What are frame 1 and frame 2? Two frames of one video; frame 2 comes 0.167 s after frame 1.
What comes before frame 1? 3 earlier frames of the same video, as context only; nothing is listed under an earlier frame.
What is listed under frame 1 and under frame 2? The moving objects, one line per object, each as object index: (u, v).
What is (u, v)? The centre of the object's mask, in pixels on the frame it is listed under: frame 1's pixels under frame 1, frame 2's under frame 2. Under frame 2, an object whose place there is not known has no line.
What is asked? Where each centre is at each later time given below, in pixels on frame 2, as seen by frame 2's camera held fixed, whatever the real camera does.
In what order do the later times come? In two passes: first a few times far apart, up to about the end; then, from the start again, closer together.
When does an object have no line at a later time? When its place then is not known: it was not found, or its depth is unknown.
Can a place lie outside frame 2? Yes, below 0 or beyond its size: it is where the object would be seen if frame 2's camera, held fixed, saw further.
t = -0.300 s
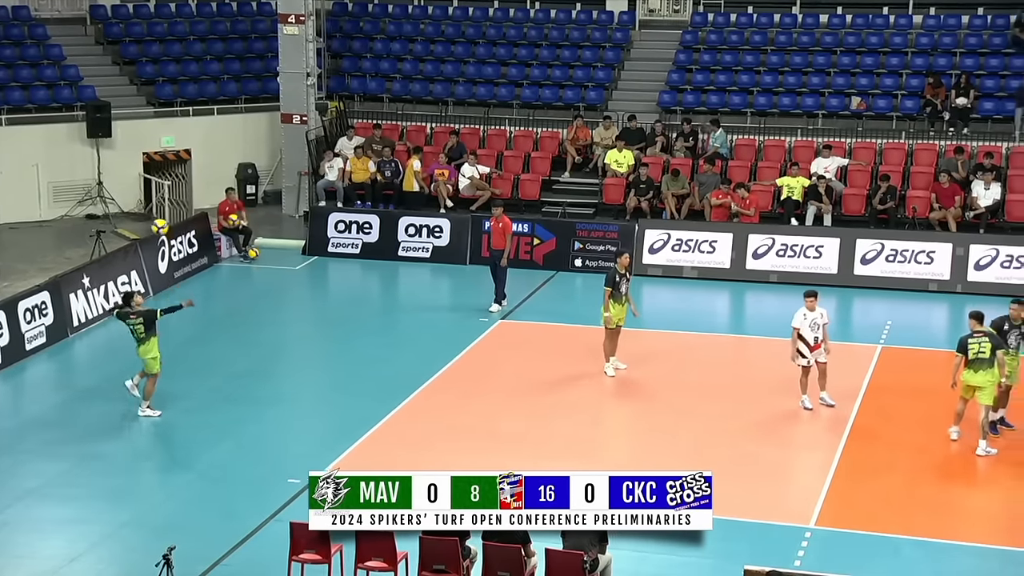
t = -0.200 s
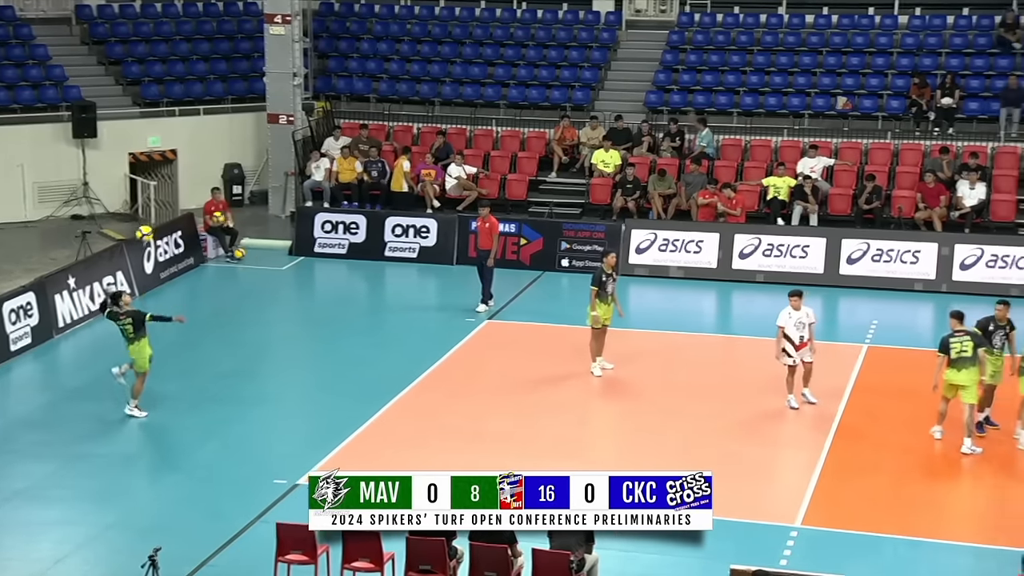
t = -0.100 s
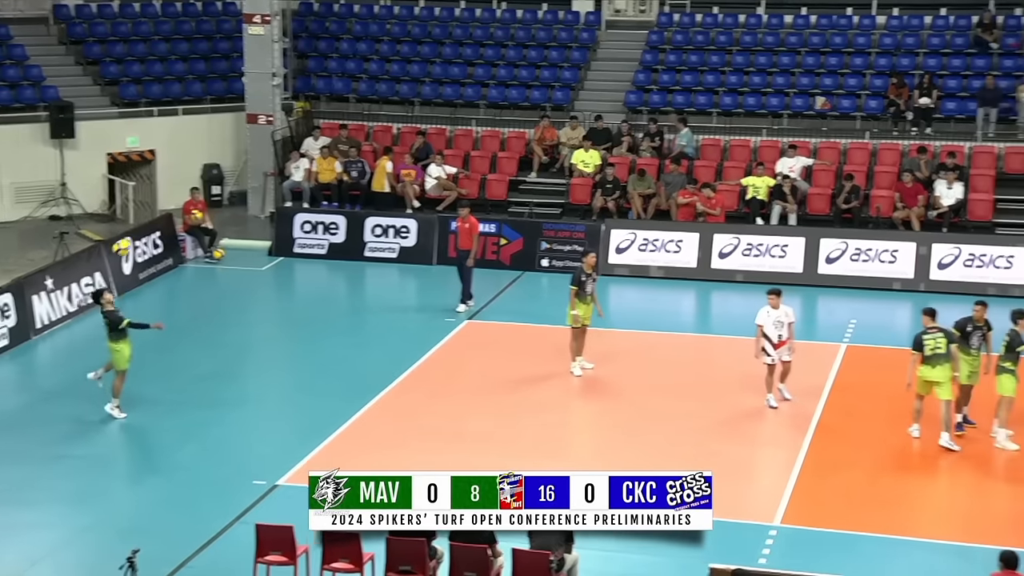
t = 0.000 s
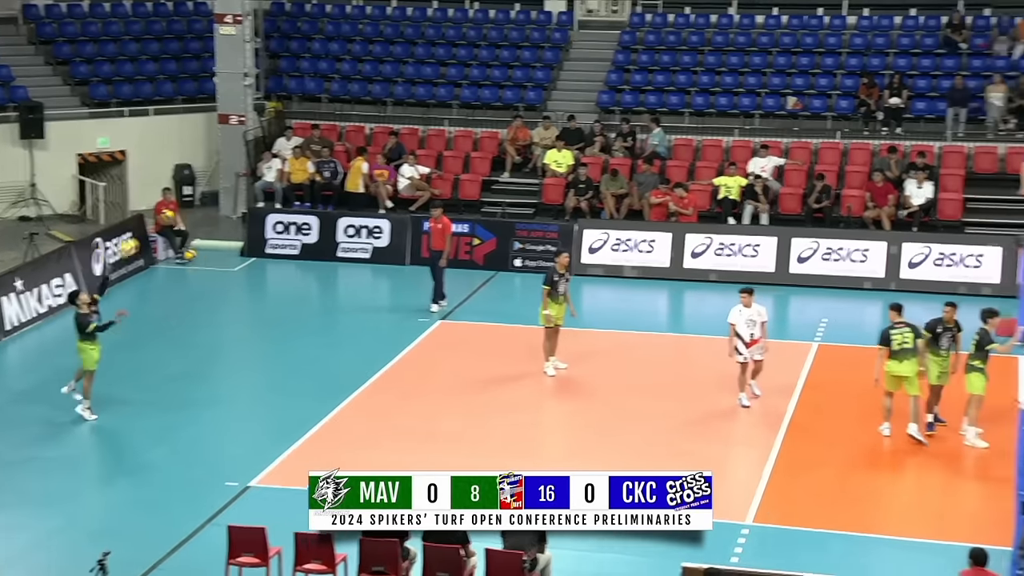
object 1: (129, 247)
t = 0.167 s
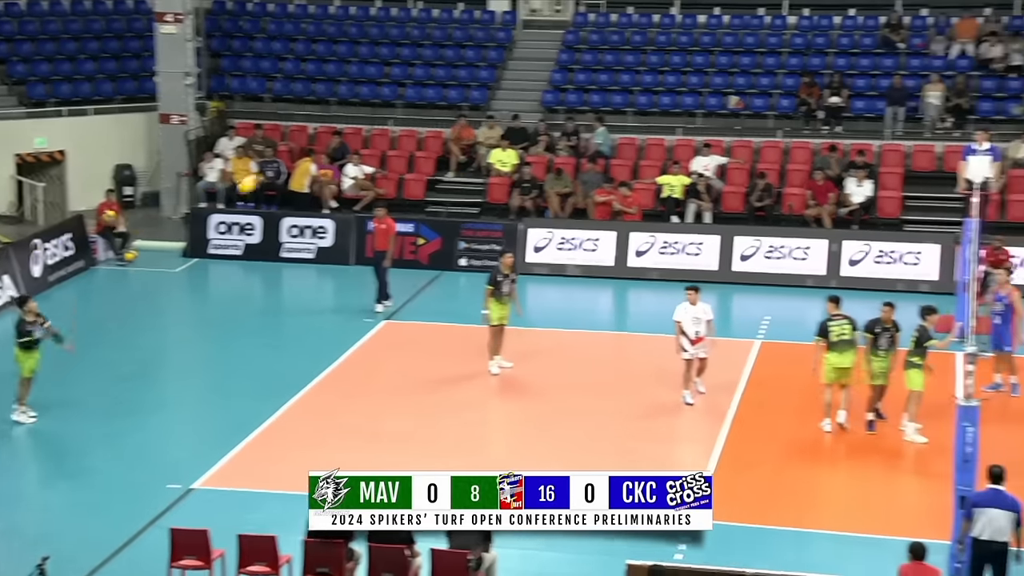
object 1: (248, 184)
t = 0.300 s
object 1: (389, 144)
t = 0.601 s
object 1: (691, 102)
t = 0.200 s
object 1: (283, 173)
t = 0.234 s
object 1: (320, 162)
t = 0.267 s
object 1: (354, 153)
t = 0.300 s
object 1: (389, 144)
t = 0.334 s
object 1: (423, 136)
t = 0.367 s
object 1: (457, 129)
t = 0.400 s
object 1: (491, 120)
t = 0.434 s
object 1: (526, 117)
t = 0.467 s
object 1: (559, 112)
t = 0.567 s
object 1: (660, 103)
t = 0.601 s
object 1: (691, 102)
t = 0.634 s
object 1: (723, 102)
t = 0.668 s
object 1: (755, 103)
